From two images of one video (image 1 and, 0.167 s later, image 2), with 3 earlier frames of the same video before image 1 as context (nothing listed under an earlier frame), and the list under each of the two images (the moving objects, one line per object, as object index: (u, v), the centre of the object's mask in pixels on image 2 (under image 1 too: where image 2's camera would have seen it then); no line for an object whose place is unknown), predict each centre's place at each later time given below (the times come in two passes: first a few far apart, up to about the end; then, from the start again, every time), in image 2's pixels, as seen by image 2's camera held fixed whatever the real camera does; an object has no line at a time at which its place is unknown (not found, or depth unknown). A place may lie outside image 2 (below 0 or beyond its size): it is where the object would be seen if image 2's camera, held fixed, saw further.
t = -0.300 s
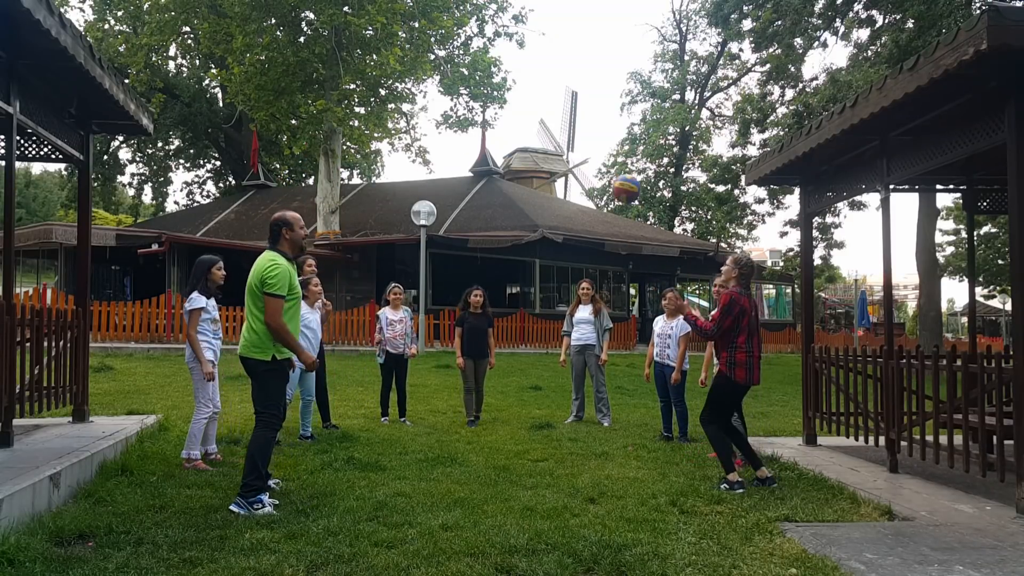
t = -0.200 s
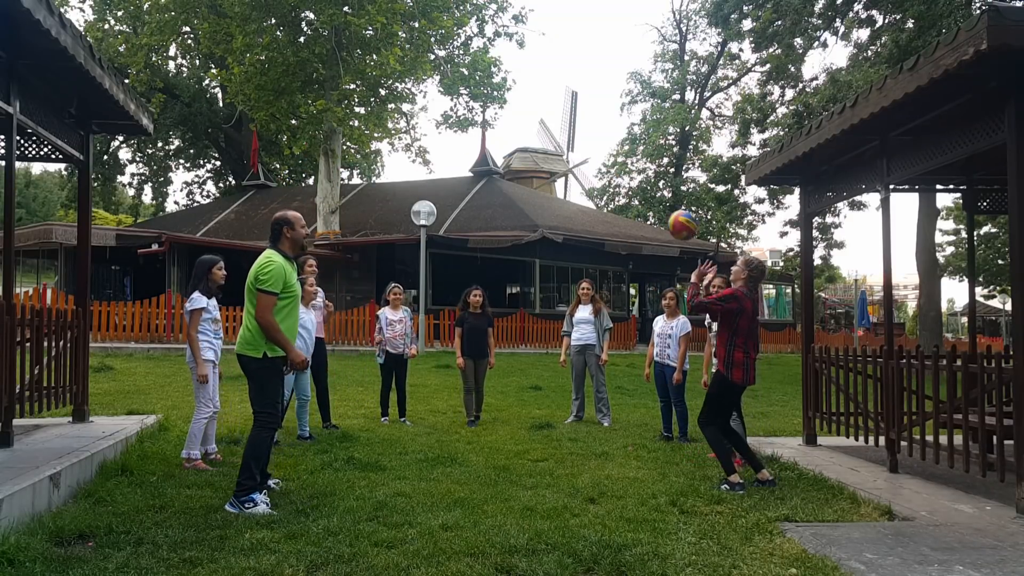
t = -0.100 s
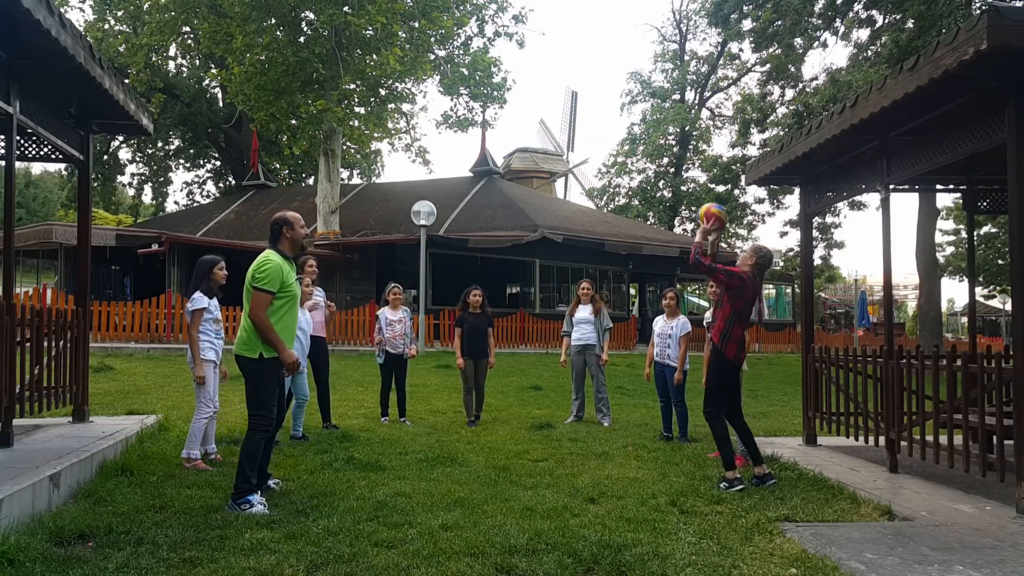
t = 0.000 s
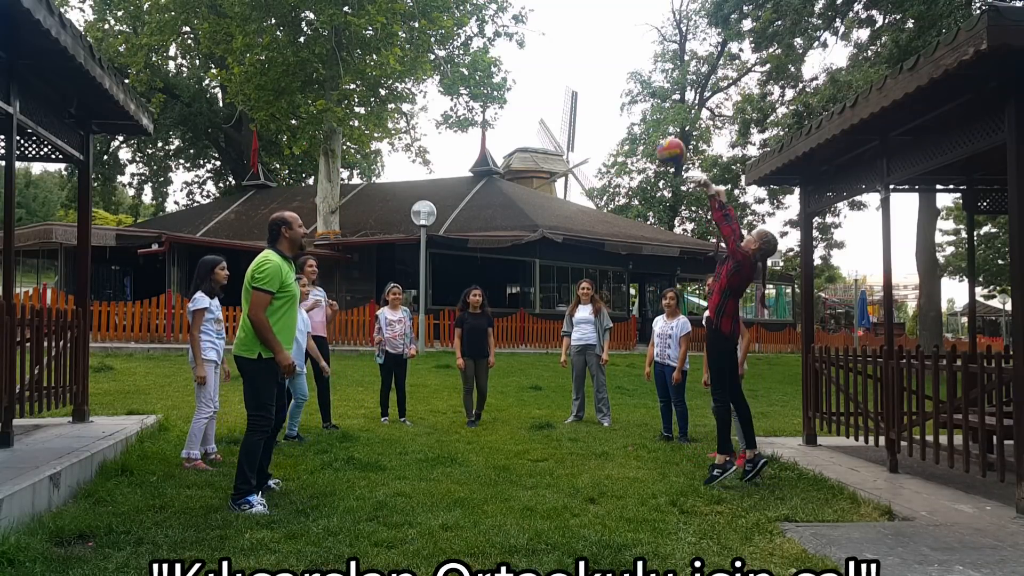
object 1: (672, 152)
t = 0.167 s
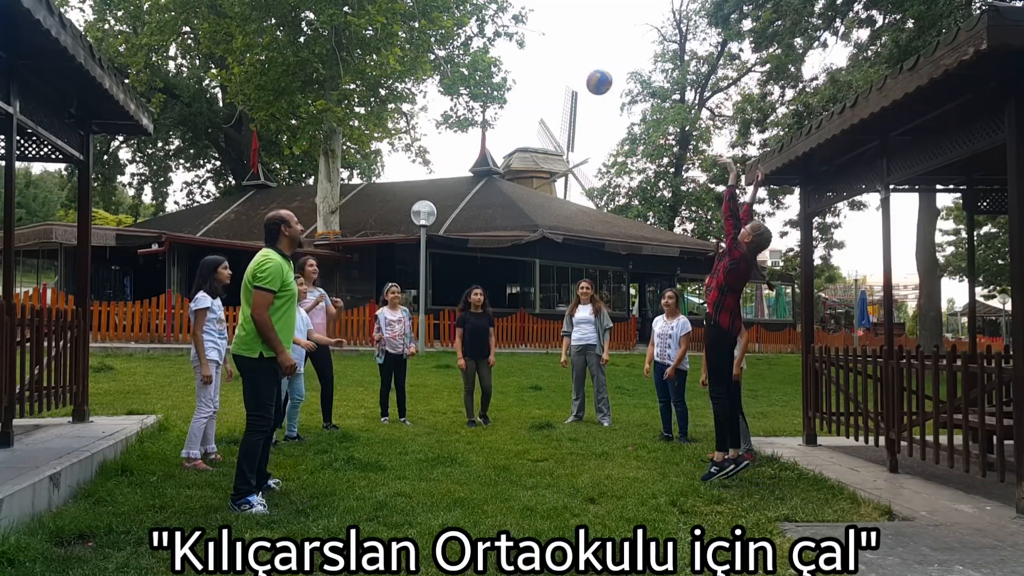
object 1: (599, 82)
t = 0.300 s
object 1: (547, 55)
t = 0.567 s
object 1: (459, 64)
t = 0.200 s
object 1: (586, 73)
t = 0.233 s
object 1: (572, 65)
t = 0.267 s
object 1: (560, 59)
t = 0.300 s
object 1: (547, 55)
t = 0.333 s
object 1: (535, 51)
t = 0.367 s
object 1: (523, 49)
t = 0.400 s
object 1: (512, 48)
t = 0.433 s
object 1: (501, 49)
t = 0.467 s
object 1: (490, 51)
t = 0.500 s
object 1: (480, 55)
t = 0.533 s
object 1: (470, 58)
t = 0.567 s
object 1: (459, 64)
